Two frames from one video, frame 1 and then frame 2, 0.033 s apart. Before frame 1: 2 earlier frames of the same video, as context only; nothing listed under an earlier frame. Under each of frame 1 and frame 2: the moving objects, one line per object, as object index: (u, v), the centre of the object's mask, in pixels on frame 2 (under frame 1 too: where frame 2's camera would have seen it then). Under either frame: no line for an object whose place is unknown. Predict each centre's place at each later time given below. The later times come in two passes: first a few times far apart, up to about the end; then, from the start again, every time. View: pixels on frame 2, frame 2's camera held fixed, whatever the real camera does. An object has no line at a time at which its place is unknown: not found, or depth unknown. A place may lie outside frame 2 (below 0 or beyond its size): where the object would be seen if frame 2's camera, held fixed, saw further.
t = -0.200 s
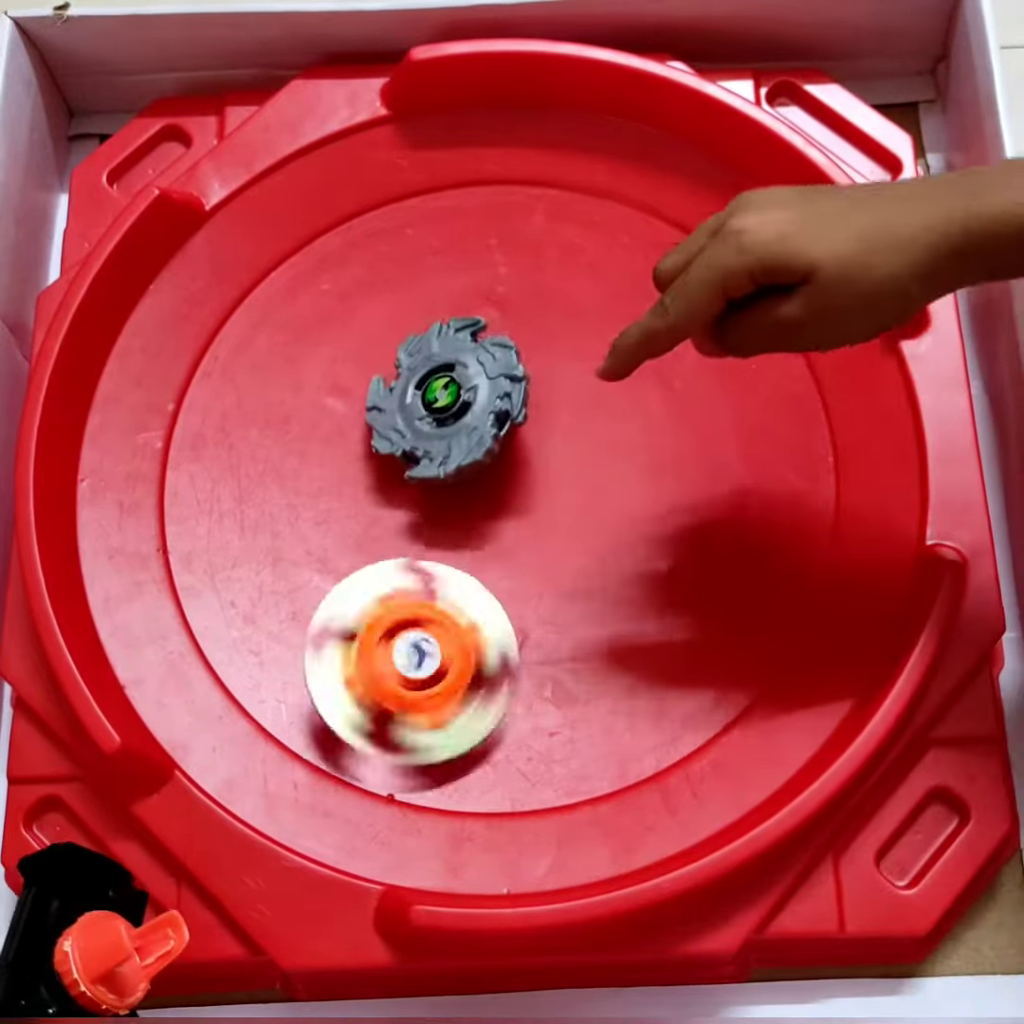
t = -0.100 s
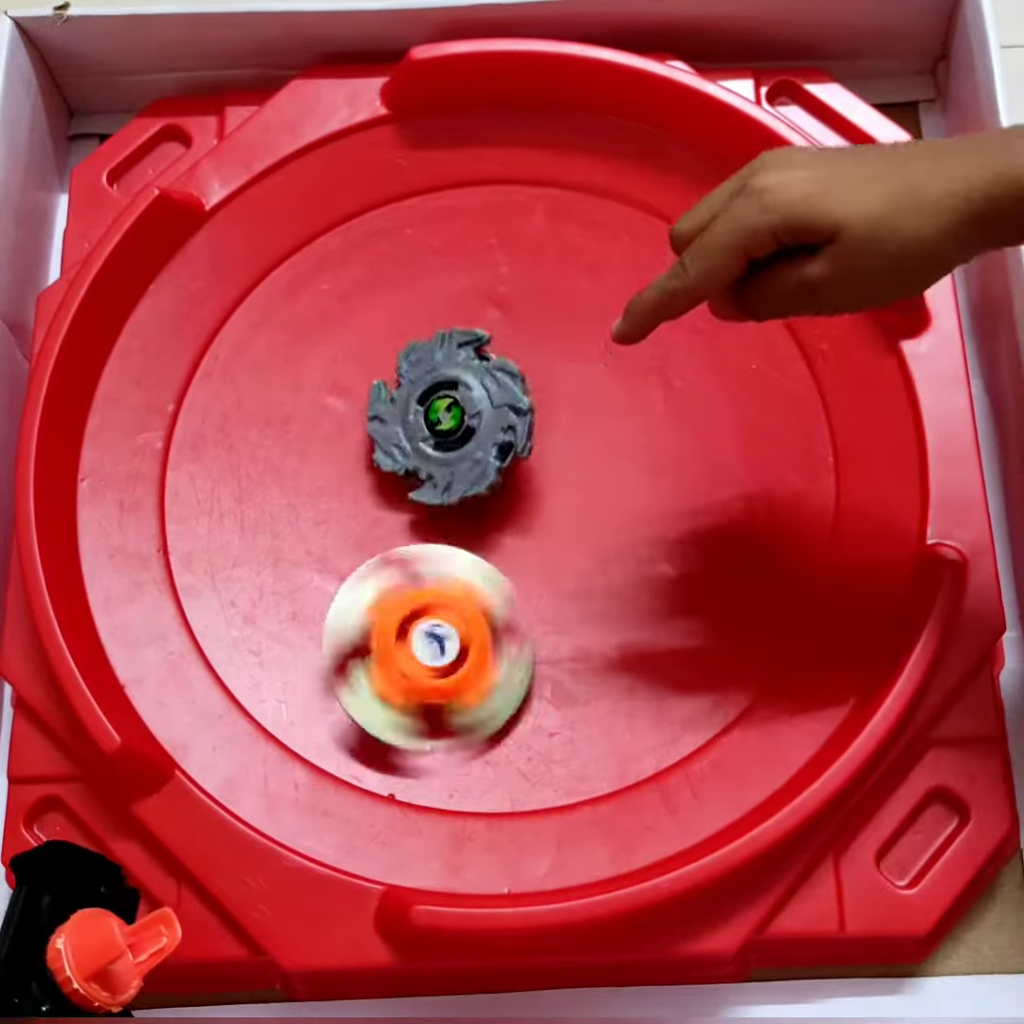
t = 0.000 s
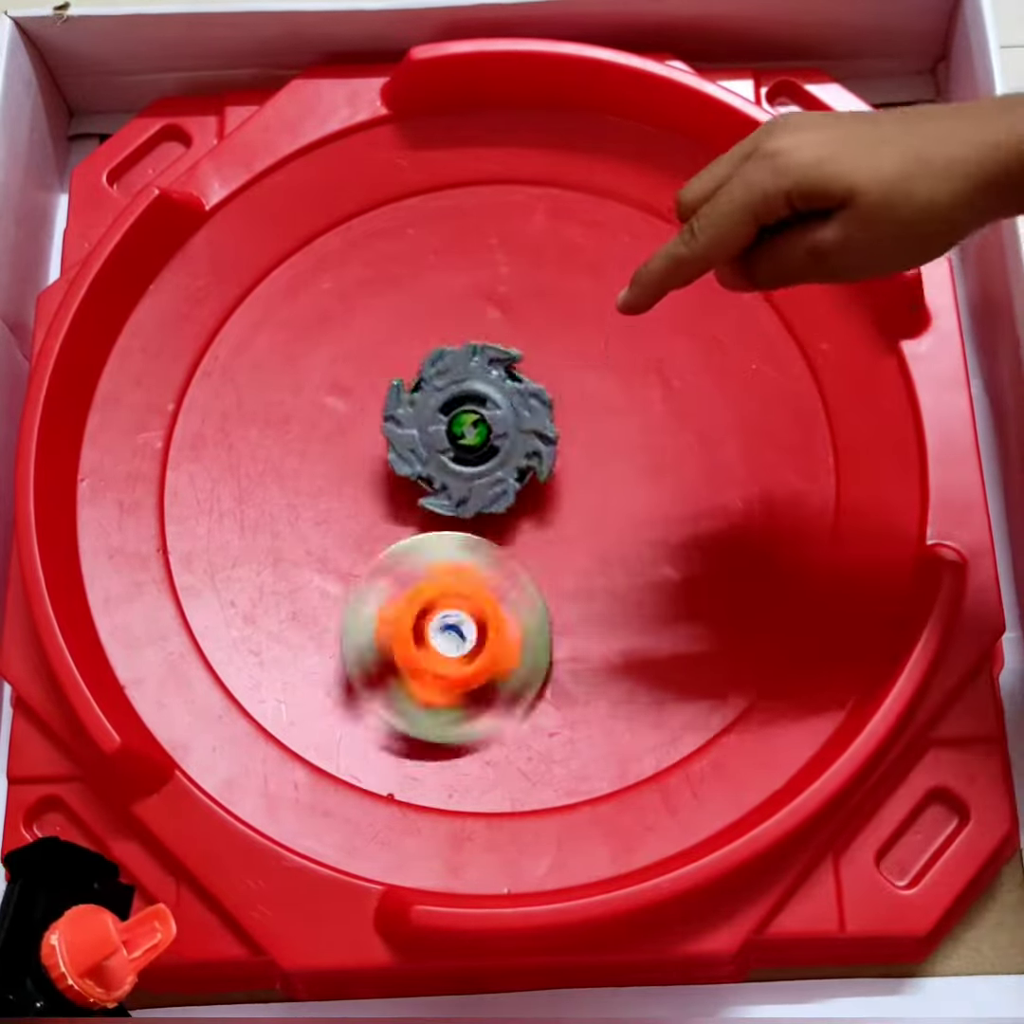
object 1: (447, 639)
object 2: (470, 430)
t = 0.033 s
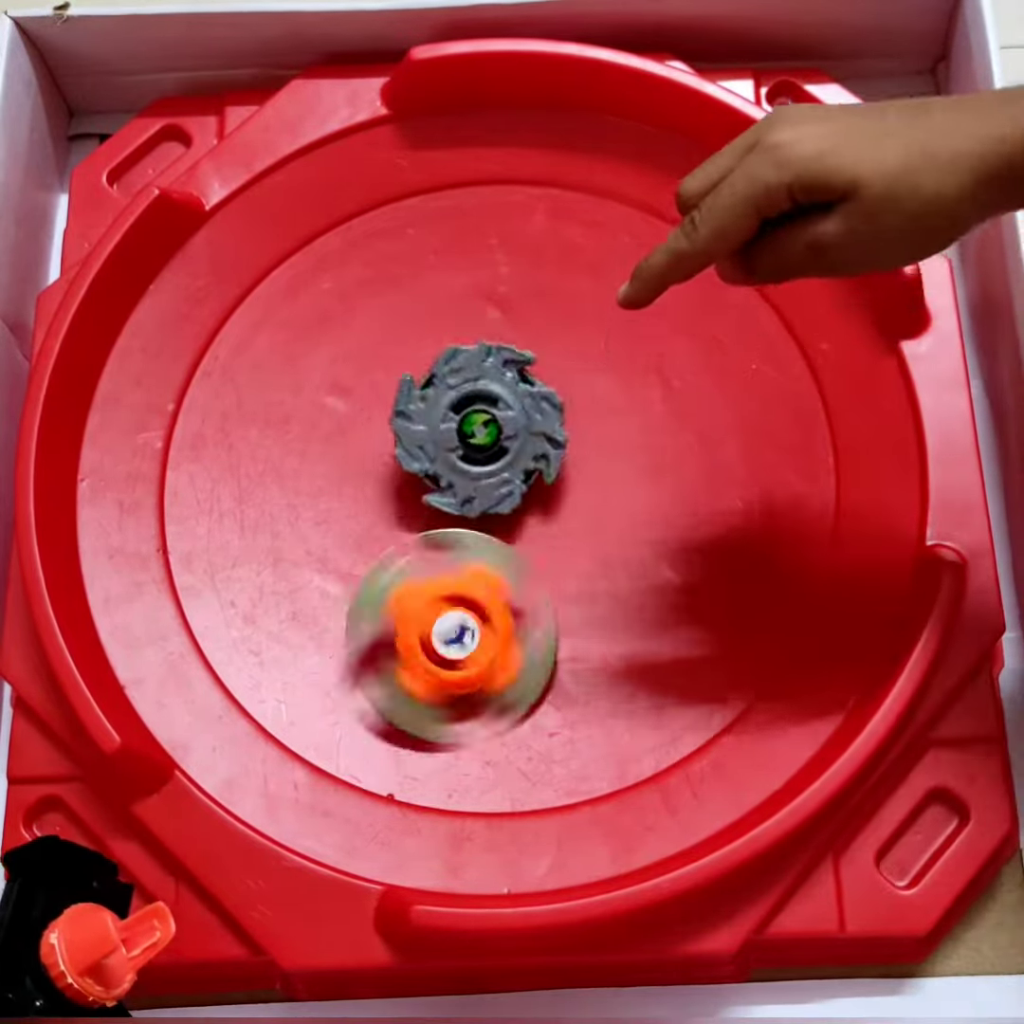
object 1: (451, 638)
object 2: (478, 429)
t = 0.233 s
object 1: (488, 621)
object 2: (499, 401)
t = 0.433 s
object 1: (519, 616)
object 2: (494, 388)
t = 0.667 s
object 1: (549, 619)
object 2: (495, 389)
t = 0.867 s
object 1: (559, 623)
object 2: (499, 406)
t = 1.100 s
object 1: (553, 607)
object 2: (467, 430)
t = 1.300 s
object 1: (546, 576)
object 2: (447, 402)
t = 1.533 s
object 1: (555, 540)
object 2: (450, 394)
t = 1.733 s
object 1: (569, 522)
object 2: (449, 399)
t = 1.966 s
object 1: (592, 515)
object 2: (448, 405)
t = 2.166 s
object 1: (604, 518)
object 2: (456, 425)
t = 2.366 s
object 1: (593, 531)
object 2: (445, 398)
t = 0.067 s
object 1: (455, 634)
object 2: (486, 426)
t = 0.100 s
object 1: (464, 628)
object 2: (491, 421)
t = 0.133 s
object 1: (472, 628)
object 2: (495, 416)
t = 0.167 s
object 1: (472, 627)
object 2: (497, 411)
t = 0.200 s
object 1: (480, 623)
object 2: (499, 406)
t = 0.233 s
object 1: (488, 621)
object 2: (499, 401)
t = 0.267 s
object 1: (492, 621)
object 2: (499, 398)
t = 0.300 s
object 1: (497, 618)
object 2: (498, 395)
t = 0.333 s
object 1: (504, 617)
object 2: (497, 392)
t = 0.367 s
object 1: (508, 617)
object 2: (496, 391)
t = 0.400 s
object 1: (513, 616)
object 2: (495, 389)
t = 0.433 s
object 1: (519, 616)
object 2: (494, 388)
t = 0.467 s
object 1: (523, 619)
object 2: (494, 388)
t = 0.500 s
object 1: (526, 617)
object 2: (494, 387)
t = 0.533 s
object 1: (533, 618)
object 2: (494, 387)
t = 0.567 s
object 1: (538, 621)
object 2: (494, 387)
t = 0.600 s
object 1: (540, 624)
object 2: (494, 388)
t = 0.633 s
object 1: (545, 617)
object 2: (495, 388)
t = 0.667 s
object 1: (549, 619)
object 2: (495, 389)
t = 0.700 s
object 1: (551, 622)
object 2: (496, 391)
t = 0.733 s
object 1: (551, 622)
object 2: (497, 393)
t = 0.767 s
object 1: (555, 621)
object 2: (498, 395)
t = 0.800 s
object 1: (556, 623)
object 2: (498, 398)
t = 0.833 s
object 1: (558, 623)
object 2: (499, 401)
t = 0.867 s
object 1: (559, 623)
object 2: (499, 406)
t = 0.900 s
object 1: (559, 624)
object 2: (497, 410)
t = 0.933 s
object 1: (556, 623)
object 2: (496, 415)
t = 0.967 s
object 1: (557, 620)
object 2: (492, 420)
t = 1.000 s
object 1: (557, 618)
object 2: (488, 424)
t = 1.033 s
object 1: (555, 615)
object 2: (482, 428)
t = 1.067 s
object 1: (553, 611)
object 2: (475, 431)
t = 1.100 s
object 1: (553, 607)
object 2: (467, 430)
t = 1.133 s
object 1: (550, 605)
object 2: (459, 427)
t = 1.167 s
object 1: (548, 599)
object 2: (454, 423)
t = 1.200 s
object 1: (547, 592)
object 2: (450, 417)
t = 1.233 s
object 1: (547, 588)
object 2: (448, 412)
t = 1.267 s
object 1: (546, 583)
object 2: (447, 407)
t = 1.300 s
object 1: (546, 576)
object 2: (447, 402)
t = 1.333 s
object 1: (547, 571)
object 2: (447, 399)
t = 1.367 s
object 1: (546, 567)
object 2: (448, 396)
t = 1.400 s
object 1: (547, 560)
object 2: (449, 394)
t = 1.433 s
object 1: (551, 556)
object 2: (450, 395)
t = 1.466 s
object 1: (551, 550)
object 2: (450, 393)
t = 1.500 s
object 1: (551, 547)
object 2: (450, 393)
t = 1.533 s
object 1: (555, 540)
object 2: (450, 394)
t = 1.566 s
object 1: (560, 536)
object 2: (449, 395)
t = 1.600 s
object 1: (561, 534)
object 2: (449, 397)
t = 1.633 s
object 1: (563, 529)
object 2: (448, 398)
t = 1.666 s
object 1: (567, 527)
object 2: (448, 399)
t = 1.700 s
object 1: (568, 525)
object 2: (448, 401)
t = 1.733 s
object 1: (569, 522)
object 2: (449, 399)
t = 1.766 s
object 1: (573, 519)
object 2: (449, 397)
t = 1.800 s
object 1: (578, 518)
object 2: (449, 398)
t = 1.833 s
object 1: (580, 516)
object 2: (449, 398)
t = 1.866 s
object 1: (583, 512)
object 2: (448, 399)
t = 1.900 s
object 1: (587, 512)
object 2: (448, 401)
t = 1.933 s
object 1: (589, 514)
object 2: (447, 403)
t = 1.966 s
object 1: (592, 515)
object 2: (448, 405)
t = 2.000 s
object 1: (593, 512)
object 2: (446, 409)
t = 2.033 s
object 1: (597, 512)
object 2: (447, 413)
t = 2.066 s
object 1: (597, 515)
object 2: (450, 417)
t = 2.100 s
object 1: (598, 515)
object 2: (450, 422)
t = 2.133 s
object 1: (603, 514)
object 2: (454, 424)
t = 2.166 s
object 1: (604, 518)
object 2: (456, 425)
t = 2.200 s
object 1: (605, 523)
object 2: (448, 420)
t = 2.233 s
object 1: (606, 524)
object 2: (445, 414)
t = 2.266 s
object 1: (603, 528)
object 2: (444, 408)
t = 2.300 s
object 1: (599, 531)
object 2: (442, 405)
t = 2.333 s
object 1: (596, 531)
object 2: (443, 401)
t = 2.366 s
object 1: (593, 531)
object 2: (445, 398)
